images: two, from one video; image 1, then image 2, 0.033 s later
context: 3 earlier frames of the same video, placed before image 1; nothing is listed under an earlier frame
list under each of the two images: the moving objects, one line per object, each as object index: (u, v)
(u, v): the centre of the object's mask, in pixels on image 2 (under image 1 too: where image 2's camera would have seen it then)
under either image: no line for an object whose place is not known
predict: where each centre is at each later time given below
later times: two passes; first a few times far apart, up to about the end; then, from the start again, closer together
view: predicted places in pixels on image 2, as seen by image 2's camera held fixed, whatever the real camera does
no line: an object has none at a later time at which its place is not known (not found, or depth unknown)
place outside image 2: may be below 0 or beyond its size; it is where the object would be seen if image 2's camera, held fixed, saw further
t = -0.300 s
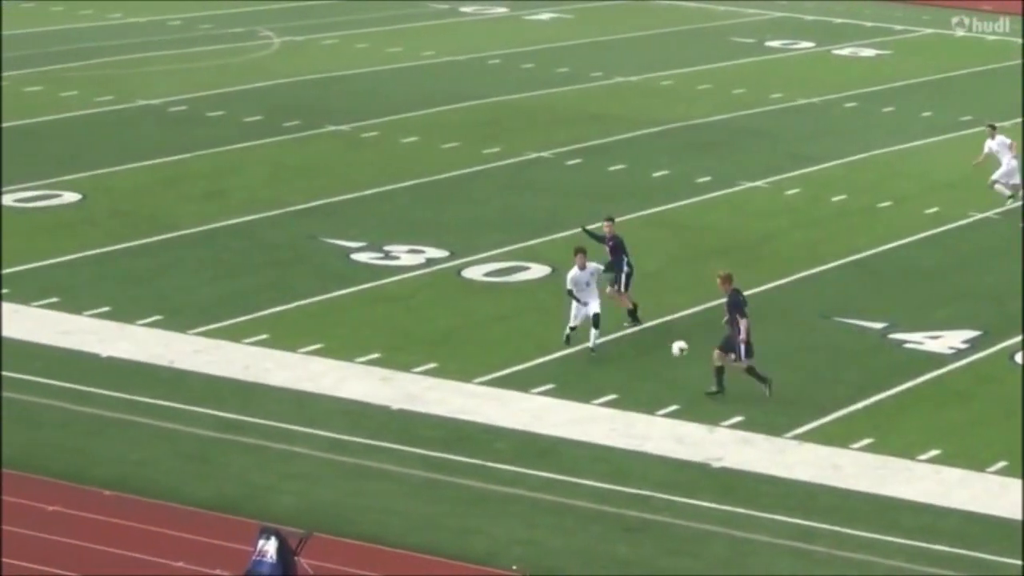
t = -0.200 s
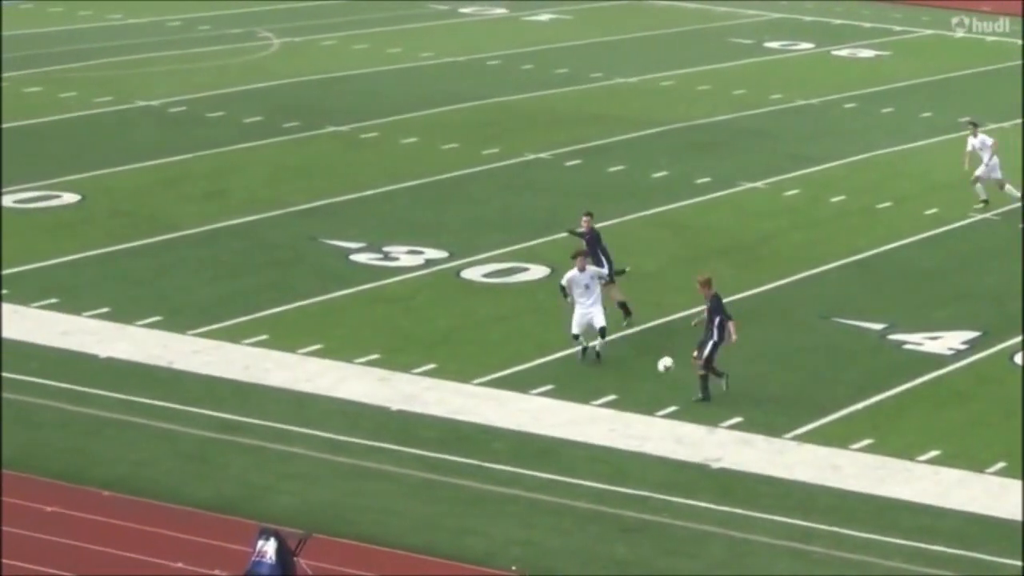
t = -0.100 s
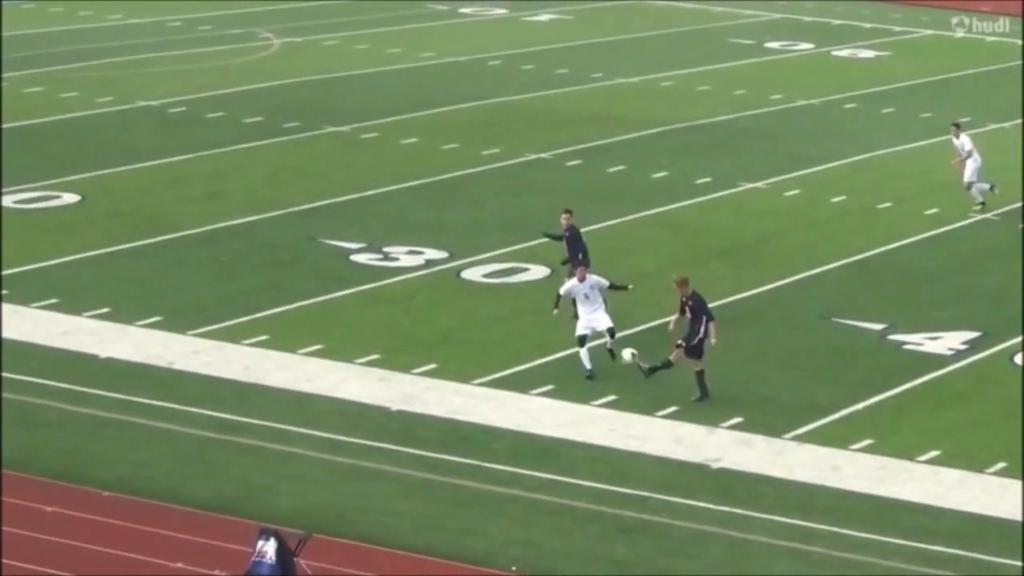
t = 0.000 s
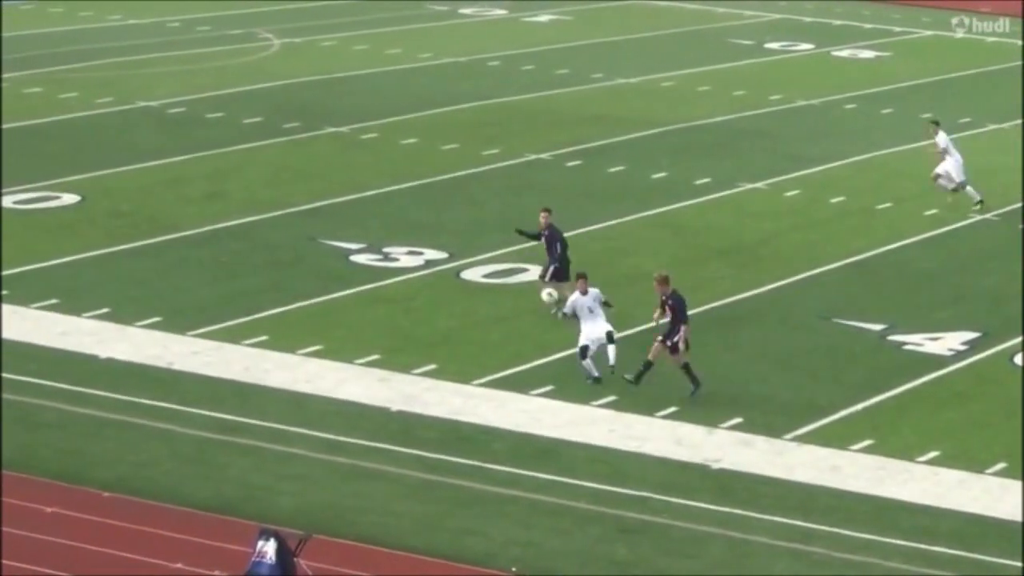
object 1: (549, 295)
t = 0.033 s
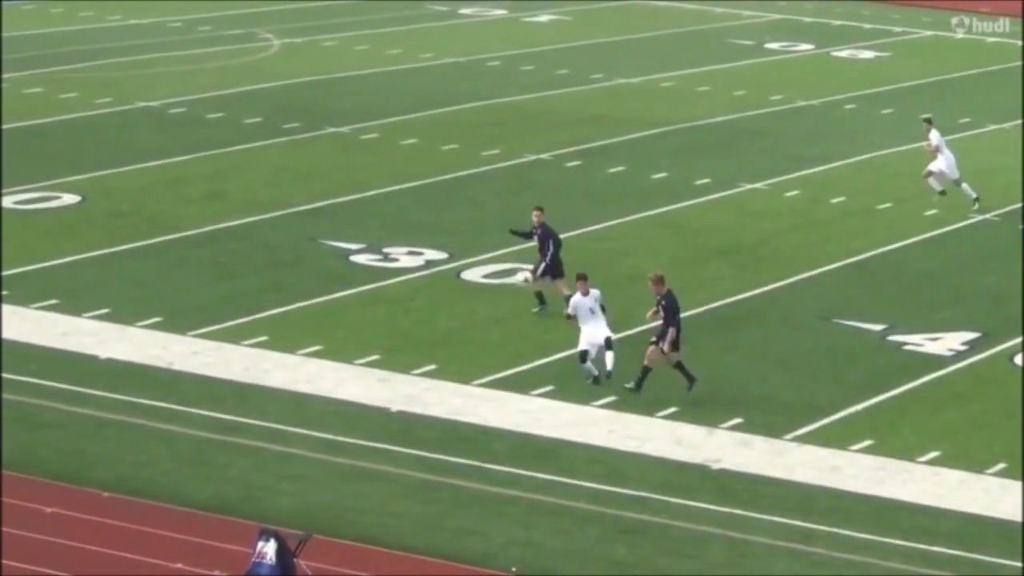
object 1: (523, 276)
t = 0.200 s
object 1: (403, 204)
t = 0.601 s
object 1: (164, 124)
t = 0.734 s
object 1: (96, 124)
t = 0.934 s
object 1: (4, 147)
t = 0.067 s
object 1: (498, 262)
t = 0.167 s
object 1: (426, 217)
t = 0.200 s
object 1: (403, 204)
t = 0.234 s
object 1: (381, 192)
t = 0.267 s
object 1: (358, 181)
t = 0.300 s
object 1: (337, 172)
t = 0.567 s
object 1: (181, 127)
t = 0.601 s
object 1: (164, 124)
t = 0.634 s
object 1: (146, 123)
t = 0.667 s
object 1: (129, 122)
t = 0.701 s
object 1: (111, 123)
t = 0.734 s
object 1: (96, 124)
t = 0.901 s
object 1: (19, 141)
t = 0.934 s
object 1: (4, 147)
